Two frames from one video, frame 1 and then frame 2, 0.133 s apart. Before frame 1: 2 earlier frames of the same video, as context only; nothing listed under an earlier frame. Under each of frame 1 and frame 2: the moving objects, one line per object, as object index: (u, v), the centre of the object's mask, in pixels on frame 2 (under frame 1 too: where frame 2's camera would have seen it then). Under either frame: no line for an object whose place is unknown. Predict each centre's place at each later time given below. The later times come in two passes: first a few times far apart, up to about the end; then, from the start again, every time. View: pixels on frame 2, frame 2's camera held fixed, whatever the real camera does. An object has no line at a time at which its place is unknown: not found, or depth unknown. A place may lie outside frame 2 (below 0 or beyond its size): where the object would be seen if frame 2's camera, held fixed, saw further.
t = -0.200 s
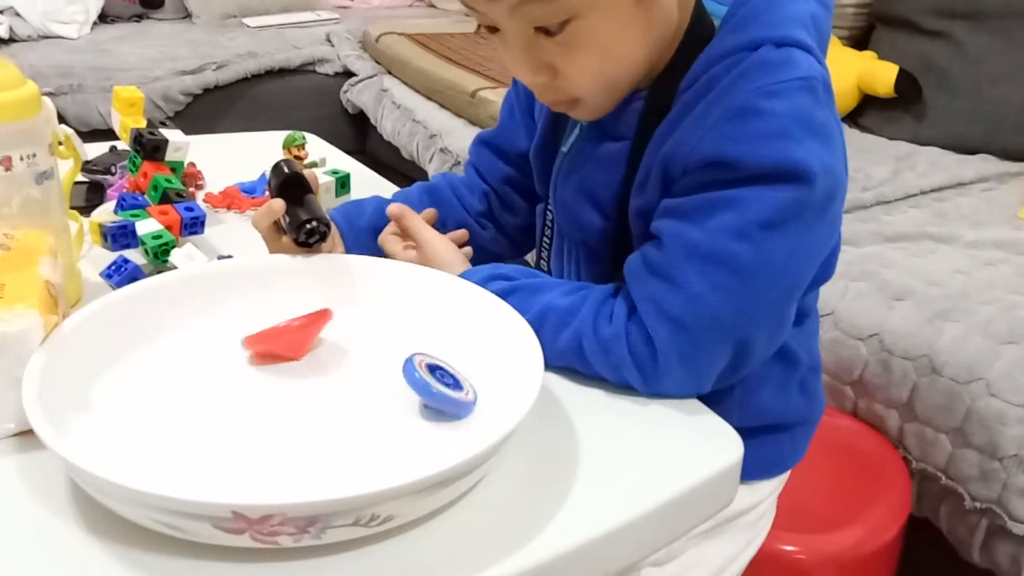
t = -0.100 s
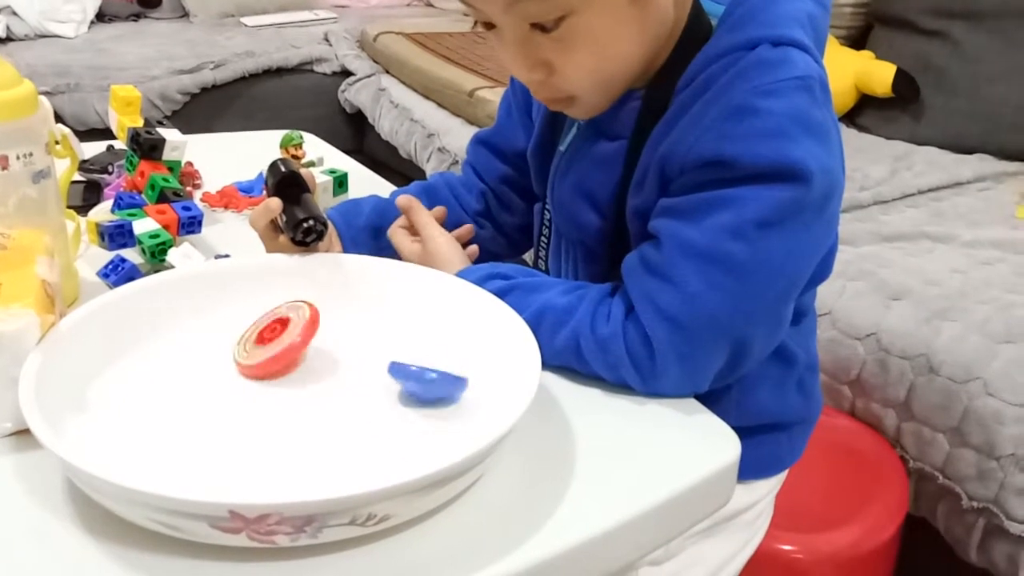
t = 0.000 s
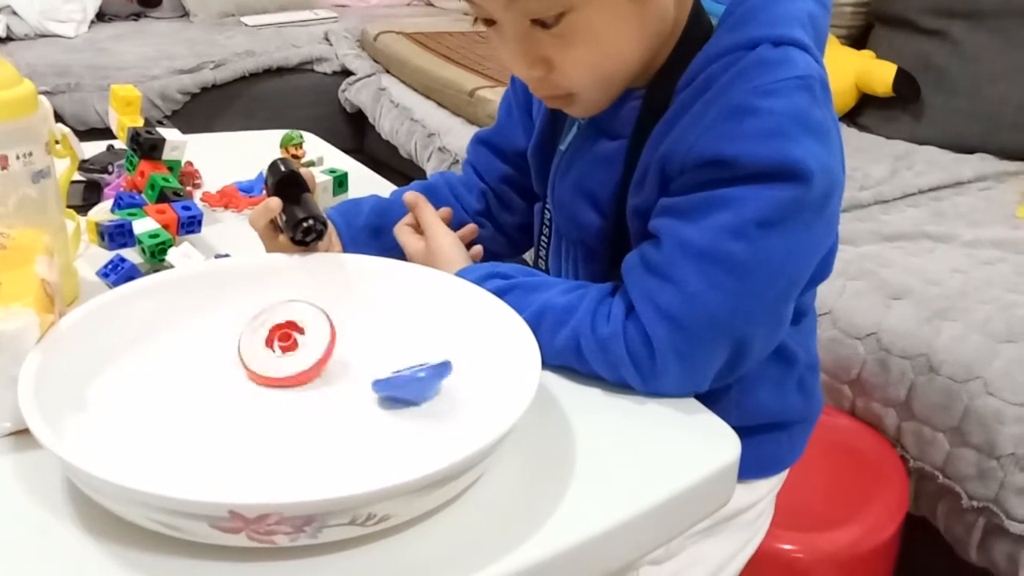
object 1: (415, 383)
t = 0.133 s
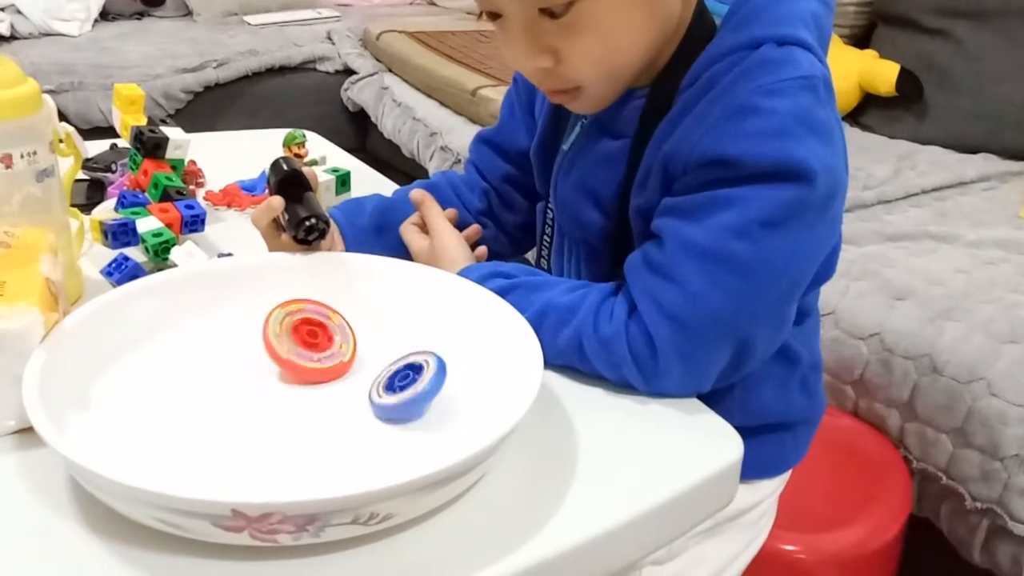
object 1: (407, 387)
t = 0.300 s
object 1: (420, 392)
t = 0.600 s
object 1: (433, 384)
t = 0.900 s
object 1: (408, 387)
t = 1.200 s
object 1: (434, 391)
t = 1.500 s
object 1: (422, 382)
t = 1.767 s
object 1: (411, 388)
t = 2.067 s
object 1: (437, 389)
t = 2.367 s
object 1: (426, 381)
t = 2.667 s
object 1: (410, 388)
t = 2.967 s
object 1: (434, 392)
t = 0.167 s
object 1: (408, 389)
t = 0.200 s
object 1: (411, 390)
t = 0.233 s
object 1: (413, 391)
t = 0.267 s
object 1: (416, 393)
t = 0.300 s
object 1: (420, 392)
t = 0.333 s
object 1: (424, 393)
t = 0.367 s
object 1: (429, 392)
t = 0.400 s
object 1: (433, 391)
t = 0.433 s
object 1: (436, 390)
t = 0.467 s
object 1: (438, 388)
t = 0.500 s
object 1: (439, 385)
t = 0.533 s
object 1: (439, 384)
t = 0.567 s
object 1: (437, 384)
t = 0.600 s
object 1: (433, 384)
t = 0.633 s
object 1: (429, 383)
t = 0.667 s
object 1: (425, 382)
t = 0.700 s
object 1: (421, 382)
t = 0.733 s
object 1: (417, 382)
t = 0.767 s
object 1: (413, 383)
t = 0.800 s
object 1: (410, 383)
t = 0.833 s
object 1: (408, 384)
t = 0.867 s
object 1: (407, 385)
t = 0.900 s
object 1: (408, 387)
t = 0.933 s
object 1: (409, 388)
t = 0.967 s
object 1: (411, 390)
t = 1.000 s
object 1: (414, 391)
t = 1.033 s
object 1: (417, 392)
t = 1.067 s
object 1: (421, 393)
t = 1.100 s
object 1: (425, 393)
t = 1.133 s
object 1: (428, 392)
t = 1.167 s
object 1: (432, 392)
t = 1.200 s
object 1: (434, 391)
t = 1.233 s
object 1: (437, 389)
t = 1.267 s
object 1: (439, 387)
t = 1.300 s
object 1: (439, 385)
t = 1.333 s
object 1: (438, 384)
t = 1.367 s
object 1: (436, 385)
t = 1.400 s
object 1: (433, 384)
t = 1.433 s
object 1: (429, 383)
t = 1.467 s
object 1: (426, 382)
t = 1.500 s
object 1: (422, 382)
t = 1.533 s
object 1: (418, 382)
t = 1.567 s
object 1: (415, 382)
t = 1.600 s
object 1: (413, 382)
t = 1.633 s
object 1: (411, 383)
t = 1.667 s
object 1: (408, 382)
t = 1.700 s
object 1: (408, 385)
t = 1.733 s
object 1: (409, 386)
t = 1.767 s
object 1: (411, 388)
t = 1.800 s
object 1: (412, 389)
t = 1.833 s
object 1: (415, 391)
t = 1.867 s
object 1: (418, 391)
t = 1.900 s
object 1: (422, 392)
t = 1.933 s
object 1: (425, 392)
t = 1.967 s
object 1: (429, 392)
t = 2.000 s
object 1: (432, 391)
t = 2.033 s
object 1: (435, 390)
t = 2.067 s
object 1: (437, 389)
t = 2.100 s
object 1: (439, 387)
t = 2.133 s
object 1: (440, 386)
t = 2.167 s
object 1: (441, 384)
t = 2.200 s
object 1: (440, 382)
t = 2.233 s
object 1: (438, 382)
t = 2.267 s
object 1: (435, 383)
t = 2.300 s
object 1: (433, 382)
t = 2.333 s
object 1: (430, 382)
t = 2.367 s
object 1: (426, 381)
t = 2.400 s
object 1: (422, 381)
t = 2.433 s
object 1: (419, 381)
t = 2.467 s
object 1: (416, 382)
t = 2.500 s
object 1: (413, 383)
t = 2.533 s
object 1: (411, 383)
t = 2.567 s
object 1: (409, 383)
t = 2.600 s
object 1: (408, 386)
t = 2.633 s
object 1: (409, 387)
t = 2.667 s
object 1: (410, 388)
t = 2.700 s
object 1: (412, 390)
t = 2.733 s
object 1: (415, 391)
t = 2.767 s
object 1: (419, 393)
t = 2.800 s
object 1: (421, 392)
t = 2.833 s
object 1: (424, 393)
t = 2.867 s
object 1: (427, 393)
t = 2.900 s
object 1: (429, 393)
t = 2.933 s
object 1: (432, 392)
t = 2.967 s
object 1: (434, 392)
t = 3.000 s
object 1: (436, 391)
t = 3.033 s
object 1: (438, 390)
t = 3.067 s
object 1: (440, 389)
